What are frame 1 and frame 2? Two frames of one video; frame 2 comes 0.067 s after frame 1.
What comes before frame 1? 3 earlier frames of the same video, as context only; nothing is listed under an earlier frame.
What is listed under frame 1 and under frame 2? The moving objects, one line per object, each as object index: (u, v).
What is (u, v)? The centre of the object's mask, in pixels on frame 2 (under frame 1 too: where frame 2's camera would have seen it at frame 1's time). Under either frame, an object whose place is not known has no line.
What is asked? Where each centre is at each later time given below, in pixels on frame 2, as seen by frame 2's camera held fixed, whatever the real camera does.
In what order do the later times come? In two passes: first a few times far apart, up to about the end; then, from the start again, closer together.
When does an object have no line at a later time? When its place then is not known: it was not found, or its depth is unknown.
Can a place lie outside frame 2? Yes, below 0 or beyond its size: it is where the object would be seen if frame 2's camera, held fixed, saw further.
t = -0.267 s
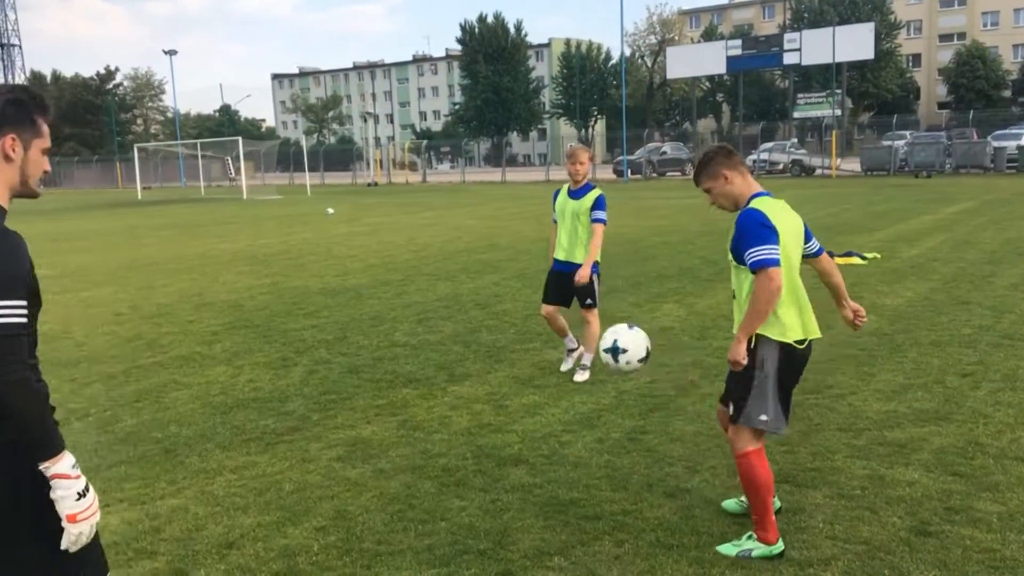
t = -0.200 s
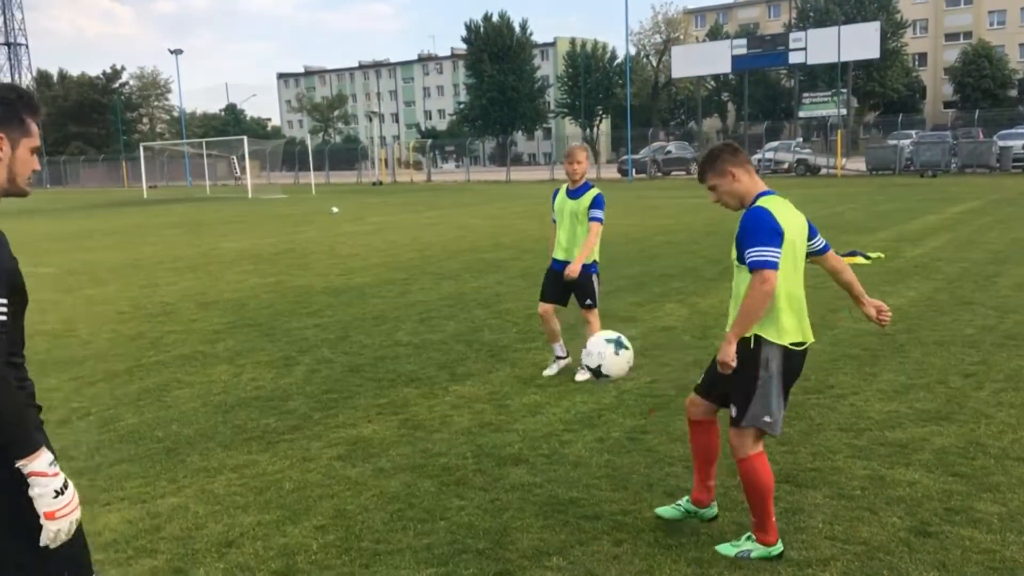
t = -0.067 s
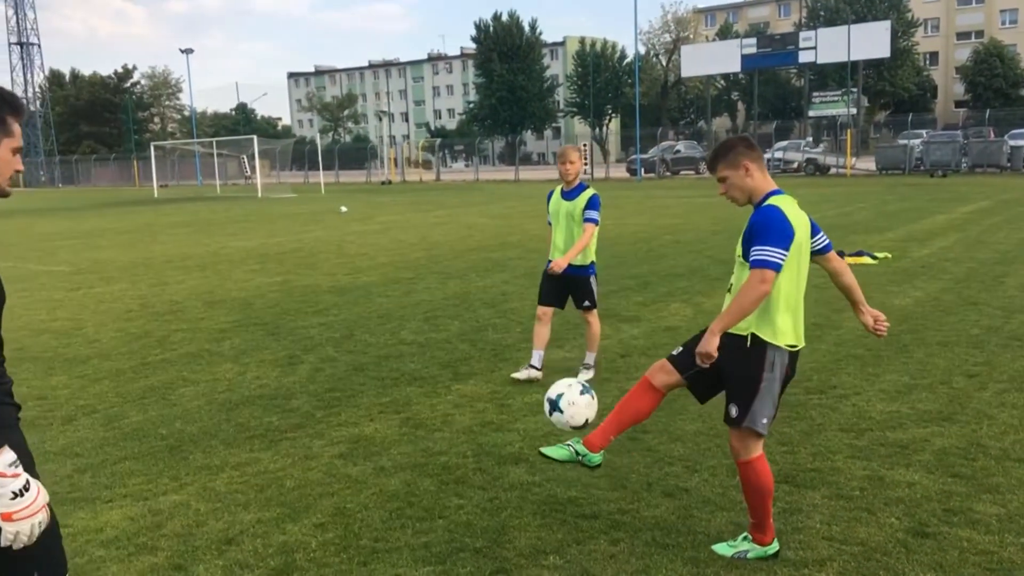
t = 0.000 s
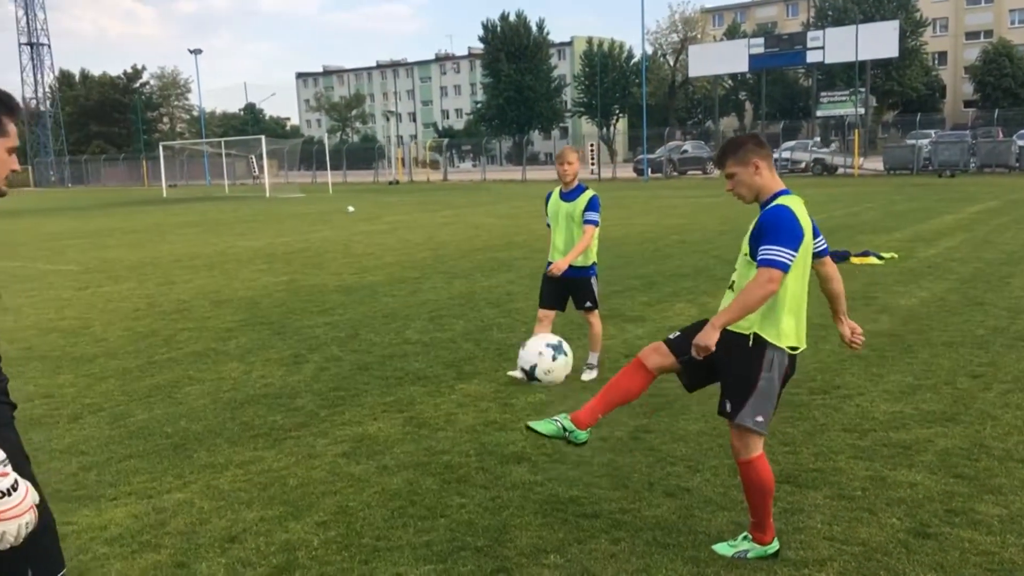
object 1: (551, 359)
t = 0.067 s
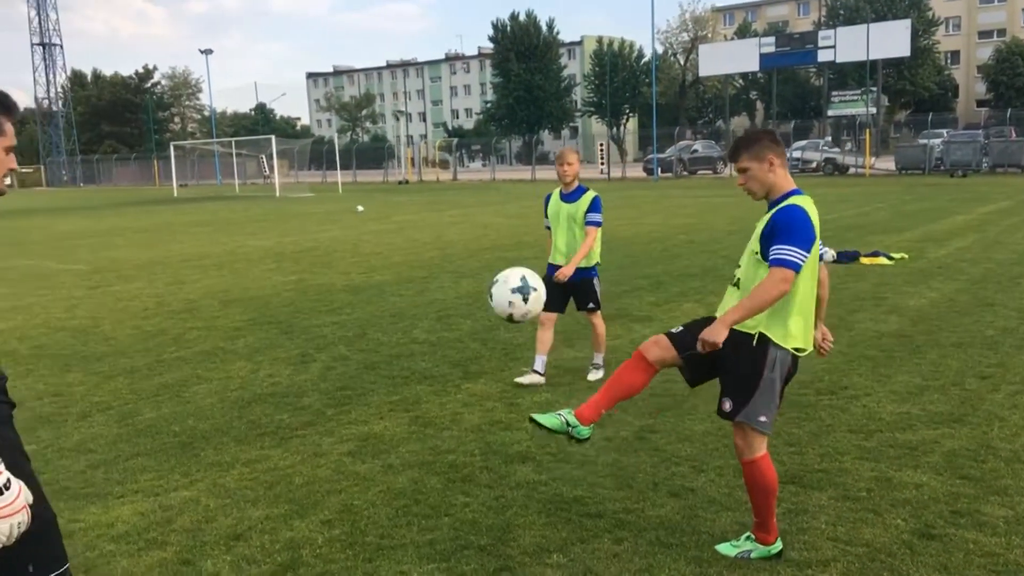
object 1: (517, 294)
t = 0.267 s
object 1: (394, 136)
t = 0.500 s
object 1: (231, 64)
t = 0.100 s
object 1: (499, 264)
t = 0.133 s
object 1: (480, 235)
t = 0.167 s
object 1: (461, 208)
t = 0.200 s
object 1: (441, 182)
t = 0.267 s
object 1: (394, 136)
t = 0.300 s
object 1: (372, 117)
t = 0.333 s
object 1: (349, 102)
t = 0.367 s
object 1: (326, 88)
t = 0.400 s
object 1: (303, 77)
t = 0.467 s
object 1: (255, 65)
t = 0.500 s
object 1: (231, 64)
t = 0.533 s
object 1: (206, 67)
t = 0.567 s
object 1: (181, 73)
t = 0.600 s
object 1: (157, 87)
